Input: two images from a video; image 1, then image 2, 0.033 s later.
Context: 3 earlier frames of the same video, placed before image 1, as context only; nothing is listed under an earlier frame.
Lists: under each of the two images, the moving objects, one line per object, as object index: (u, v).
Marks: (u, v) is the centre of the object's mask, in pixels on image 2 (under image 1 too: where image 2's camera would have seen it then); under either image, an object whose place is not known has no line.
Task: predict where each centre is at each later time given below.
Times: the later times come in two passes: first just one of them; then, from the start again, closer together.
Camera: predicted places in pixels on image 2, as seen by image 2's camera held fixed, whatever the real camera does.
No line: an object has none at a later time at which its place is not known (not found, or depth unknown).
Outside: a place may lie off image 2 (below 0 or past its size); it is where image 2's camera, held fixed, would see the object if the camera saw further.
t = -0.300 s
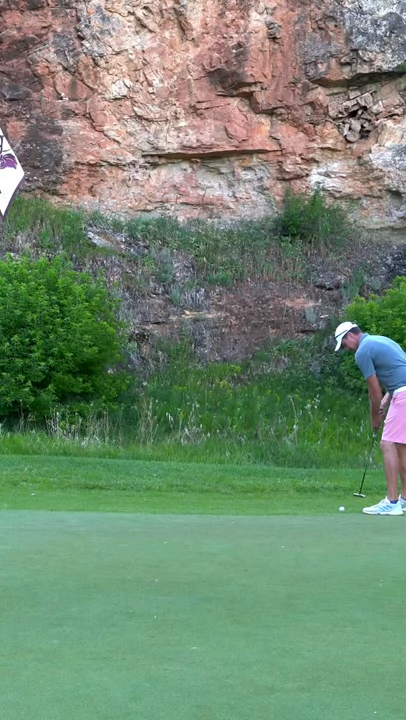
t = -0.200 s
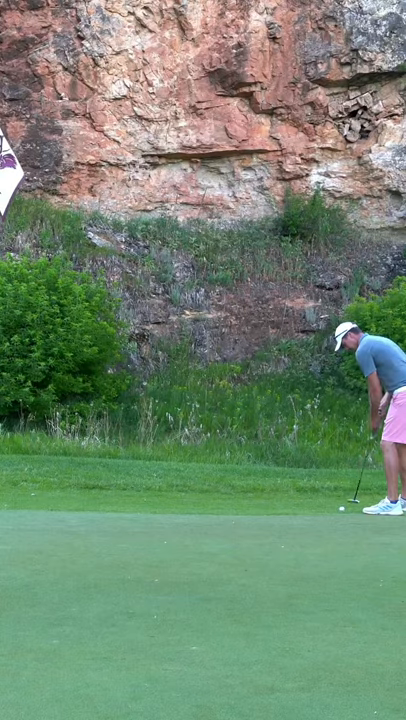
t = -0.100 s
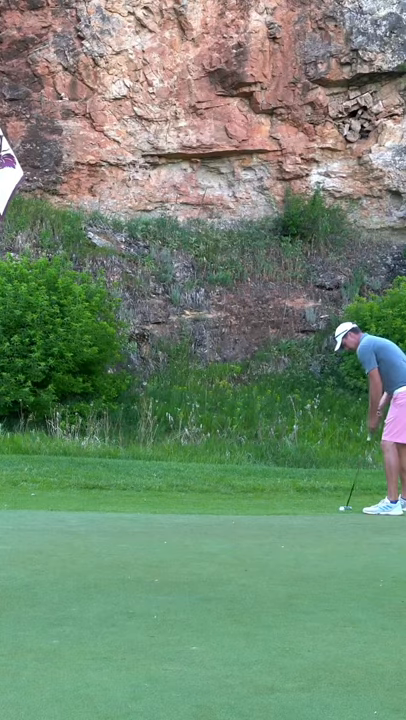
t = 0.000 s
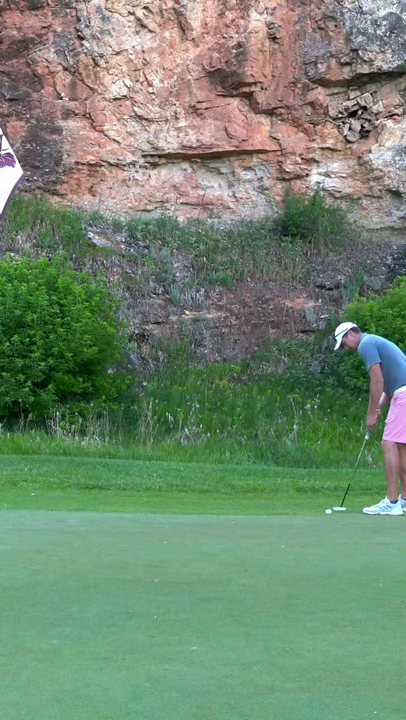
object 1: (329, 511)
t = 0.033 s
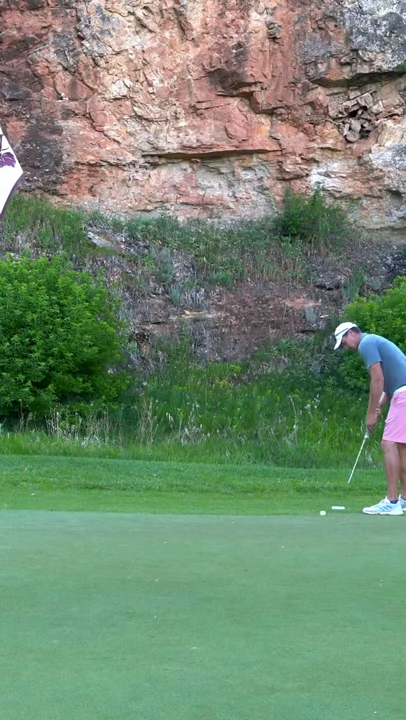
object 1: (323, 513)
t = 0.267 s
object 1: (285, 521)
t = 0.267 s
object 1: (285, 521)
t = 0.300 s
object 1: (280, 522)
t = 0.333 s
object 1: (275, 523)
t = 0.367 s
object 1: (270, 524)
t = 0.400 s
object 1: (265, 526)
